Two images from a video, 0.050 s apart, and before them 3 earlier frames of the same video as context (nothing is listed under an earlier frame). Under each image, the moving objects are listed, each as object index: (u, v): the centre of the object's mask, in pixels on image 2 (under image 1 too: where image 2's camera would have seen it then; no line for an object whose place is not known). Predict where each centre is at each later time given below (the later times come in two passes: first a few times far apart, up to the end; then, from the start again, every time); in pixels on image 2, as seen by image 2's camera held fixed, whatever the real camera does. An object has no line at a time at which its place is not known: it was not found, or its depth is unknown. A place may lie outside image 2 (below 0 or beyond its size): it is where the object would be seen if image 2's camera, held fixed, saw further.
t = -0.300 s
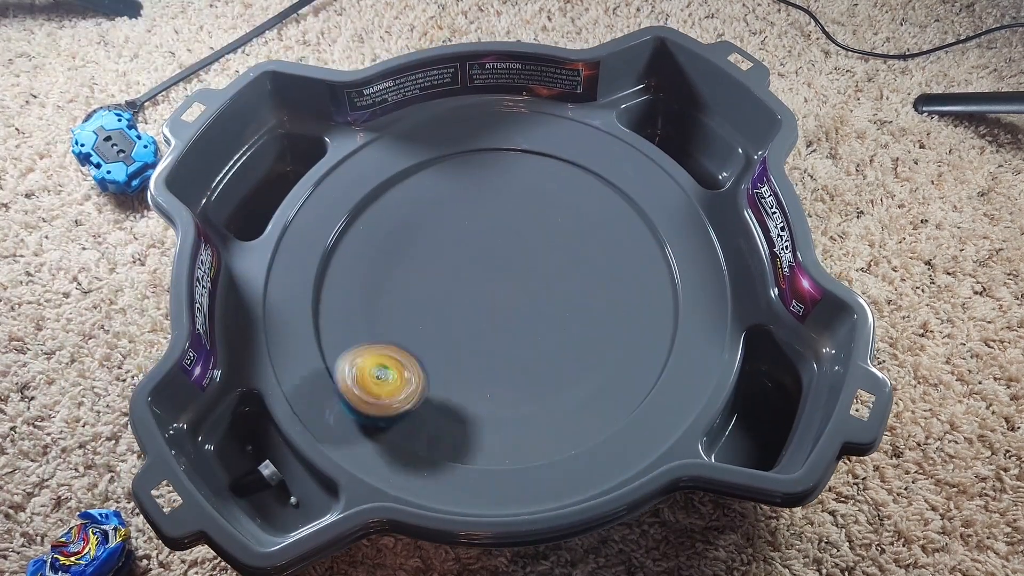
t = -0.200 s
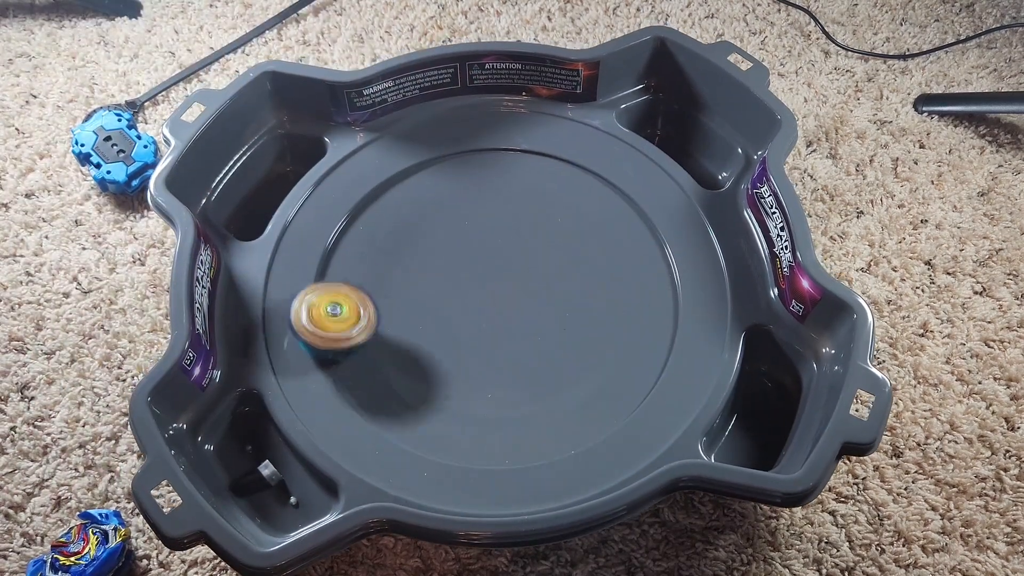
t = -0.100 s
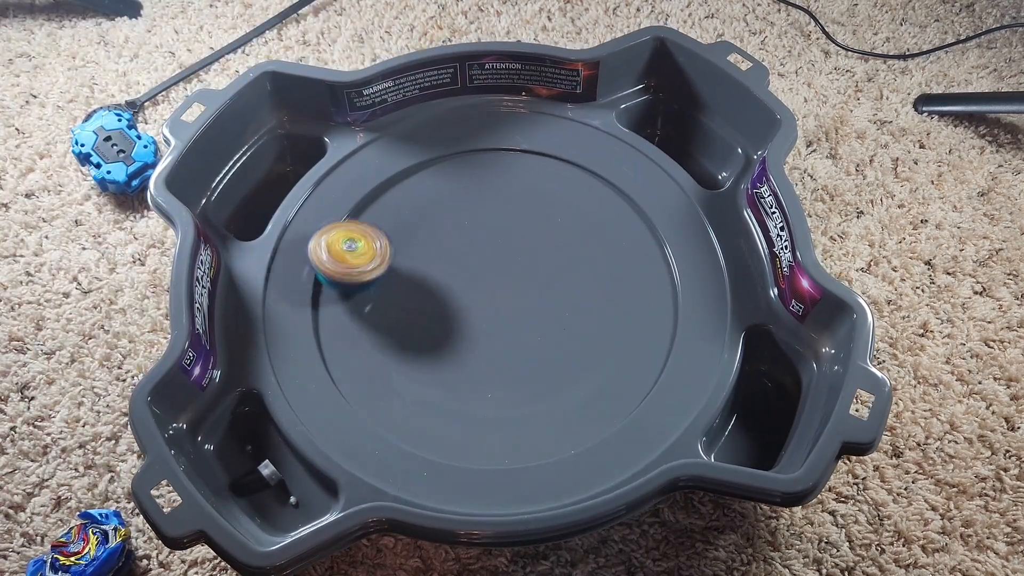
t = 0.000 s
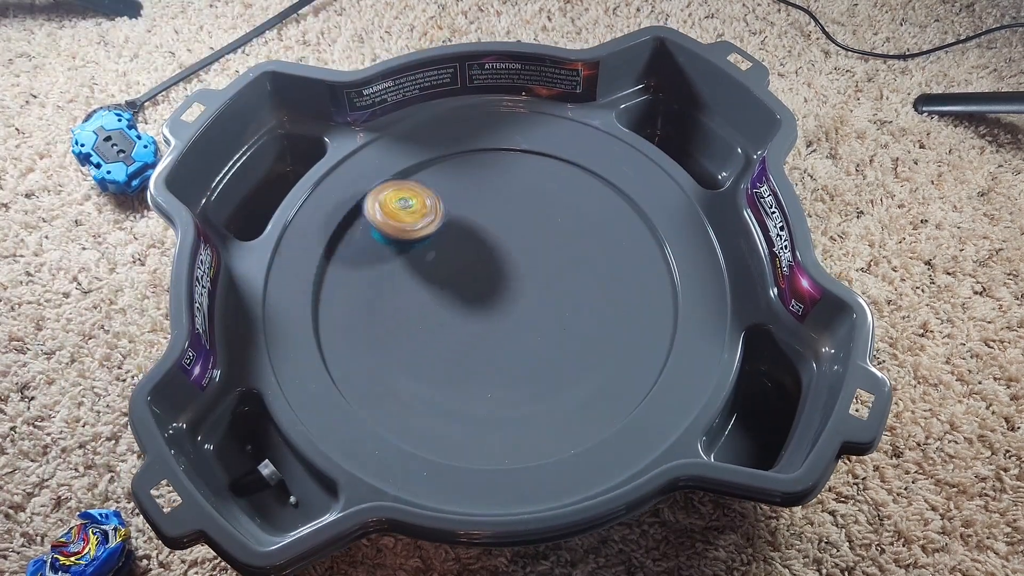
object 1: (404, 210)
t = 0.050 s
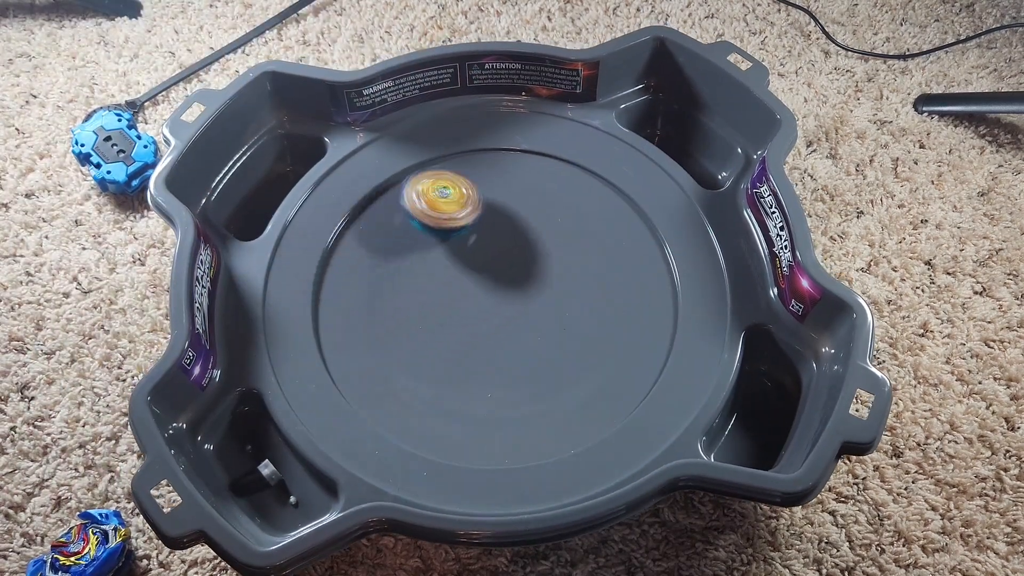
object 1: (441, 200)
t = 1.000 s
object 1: (388, 208)
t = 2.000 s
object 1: (513, 135)
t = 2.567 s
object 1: (307, 138)
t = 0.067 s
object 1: (456, 198)
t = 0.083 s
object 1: (473, 196)
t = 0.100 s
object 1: (487, 196)
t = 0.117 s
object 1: (503, 197)
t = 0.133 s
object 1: (518, 198)
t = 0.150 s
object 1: (534, 200)
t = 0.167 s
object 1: (549, 203)
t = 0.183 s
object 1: (565, 207)
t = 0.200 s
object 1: (579, 211)
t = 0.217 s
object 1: (593, 216)
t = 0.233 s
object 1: (607, 222)
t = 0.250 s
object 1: (620, 229)
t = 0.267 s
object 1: (633, 237)
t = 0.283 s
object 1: (643, 245)
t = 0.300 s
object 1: (645, 255)
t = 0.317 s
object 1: (646, 268)
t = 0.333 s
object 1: (647, 283)
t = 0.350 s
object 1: (647, 295)
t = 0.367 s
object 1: (645, 308)
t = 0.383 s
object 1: (642, 322)
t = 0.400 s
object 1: (638, 336)
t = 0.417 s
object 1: (630, 349)
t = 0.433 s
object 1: (621, 363)
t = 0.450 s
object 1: (610, 375)
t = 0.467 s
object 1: (597, 386)
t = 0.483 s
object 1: (582, 397)
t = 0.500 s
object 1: (566, 407)
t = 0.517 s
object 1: (548, 415)
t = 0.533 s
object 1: (529, 423)
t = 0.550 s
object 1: (511, 431)
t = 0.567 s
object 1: (492, 437)
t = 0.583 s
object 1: (473, 437)
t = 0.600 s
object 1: (455, 435)
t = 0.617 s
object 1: (437, 430)
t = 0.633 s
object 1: (422, 423)
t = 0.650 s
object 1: (406, 416)
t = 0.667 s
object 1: (392, 406)
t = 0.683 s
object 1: (379, 396)
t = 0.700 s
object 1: (368, 385)
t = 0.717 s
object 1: (358, 374)
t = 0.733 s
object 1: (350, 363)
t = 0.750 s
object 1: (343, 351)
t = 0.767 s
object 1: (337, 339)
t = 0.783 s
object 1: (334, 328)
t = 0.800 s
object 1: (331, 315)
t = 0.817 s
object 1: (330, 303)
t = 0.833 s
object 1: (330, 291)
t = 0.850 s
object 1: (331, 281)
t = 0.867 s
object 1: (333, 270)
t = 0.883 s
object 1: (336, 260)
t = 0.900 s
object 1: (340, 250)
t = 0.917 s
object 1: (346, 242)
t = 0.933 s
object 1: (352, 233)
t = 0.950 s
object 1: (360, 226)
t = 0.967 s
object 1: (368, 219)
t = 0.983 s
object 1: (378, 214)
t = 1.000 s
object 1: (388, 208)
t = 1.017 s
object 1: (398, 204)
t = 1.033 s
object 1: (408, 201)
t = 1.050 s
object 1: (419, 198)
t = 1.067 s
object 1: (431, 196)
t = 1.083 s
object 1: (443, 196)
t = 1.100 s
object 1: (455, 196)
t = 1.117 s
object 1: (468, 197)
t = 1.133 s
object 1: (482, 200)
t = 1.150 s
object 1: (496, 202)
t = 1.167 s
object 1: (510, 206)
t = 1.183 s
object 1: (523, 211)
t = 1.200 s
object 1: (538, 216)
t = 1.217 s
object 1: (552, 222)
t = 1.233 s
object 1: (565, 228)
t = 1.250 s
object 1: (578, 236)
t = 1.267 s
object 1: (591, 244)
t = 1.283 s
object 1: (602, 253)
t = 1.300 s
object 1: (613, 261)
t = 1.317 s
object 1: (623, 271)
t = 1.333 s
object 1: (632, 281)
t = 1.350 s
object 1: (640, 292)
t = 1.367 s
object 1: (646, 303)
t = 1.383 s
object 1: (648, 314)
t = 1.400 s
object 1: (646, 325)
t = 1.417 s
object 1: (644, 337)
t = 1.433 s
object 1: (639, 349)
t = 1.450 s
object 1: (633, 360)
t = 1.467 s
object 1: (625, 373)
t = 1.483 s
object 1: (616, 385)
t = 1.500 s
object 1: (605, 396)
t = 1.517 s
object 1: (592, 408)
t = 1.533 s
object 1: (577, 417)
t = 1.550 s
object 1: (561, 427)
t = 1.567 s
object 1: (543, 435)
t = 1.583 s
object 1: (524, 441)
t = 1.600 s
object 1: (503, 445)
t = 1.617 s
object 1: (482, 444)
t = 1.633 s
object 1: (460, 441)
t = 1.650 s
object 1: (437, 434)
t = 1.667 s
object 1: (415, 425)
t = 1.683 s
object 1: (394, 415)
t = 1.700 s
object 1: (373, 403)
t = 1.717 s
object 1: (356, 390)
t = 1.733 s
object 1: (344, 373)
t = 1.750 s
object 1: (333, 354)
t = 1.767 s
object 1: (323, 333)
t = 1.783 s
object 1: (318, 313)
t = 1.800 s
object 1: (316, 292)
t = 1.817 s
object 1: (318, 271)
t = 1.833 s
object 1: (323, 251)
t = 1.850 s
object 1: (330, 230)
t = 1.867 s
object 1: (341, 212)
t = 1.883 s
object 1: (354, 194)
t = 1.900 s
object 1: (371, 179)
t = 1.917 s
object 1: (390, 165)
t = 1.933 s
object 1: (412, 154)
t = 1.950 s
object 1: (435, 145)
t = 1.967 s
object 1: (458, 138)
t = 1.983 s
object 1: (486, 136)
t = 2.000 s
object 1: (513, 135)
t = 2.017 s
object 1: (539, 138)
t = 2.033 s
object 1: (567, 146)
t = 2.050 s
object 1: (594, 158)
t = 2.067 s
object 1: (618, 174)
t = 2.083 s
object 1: (638, 193)
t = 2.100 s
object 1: (656, 216)
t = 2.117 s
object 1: (667, 243)
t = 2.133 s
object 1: (672, 272)
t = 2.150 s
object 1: (671, 302)
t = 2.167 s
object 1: (662, 334)
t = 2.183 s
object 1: (644, 363)
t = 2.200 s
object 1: (620, 390)
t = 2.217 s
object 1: (589, 413)
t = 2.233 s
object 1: (552, 428)
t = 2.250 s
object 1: (513, 434)
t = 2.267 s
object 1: (473, 434)
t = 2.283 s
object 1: (432, 428)
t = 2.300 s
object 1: (395, 415)
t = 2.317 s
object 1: (369, 394)
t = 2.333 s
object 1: (341, 374)
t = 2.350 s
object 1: (316, 352)
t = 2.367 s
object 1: (293, 330)
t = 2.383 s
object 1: (273, 309)
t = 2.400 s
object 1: (256, 285)
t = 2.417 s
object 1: (247, 263)
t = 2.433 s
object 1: (255, 241)
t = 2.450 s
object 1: (263, 224)
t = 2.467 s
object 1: (271, 205)
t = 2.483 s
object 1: (279, 186)
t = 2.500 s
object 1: (287, 168)
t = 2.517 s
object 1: (293, 151)
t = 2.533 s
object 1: (301, 137)
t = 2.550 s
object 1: (307, 132)
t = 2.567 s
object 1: (307, 138)
